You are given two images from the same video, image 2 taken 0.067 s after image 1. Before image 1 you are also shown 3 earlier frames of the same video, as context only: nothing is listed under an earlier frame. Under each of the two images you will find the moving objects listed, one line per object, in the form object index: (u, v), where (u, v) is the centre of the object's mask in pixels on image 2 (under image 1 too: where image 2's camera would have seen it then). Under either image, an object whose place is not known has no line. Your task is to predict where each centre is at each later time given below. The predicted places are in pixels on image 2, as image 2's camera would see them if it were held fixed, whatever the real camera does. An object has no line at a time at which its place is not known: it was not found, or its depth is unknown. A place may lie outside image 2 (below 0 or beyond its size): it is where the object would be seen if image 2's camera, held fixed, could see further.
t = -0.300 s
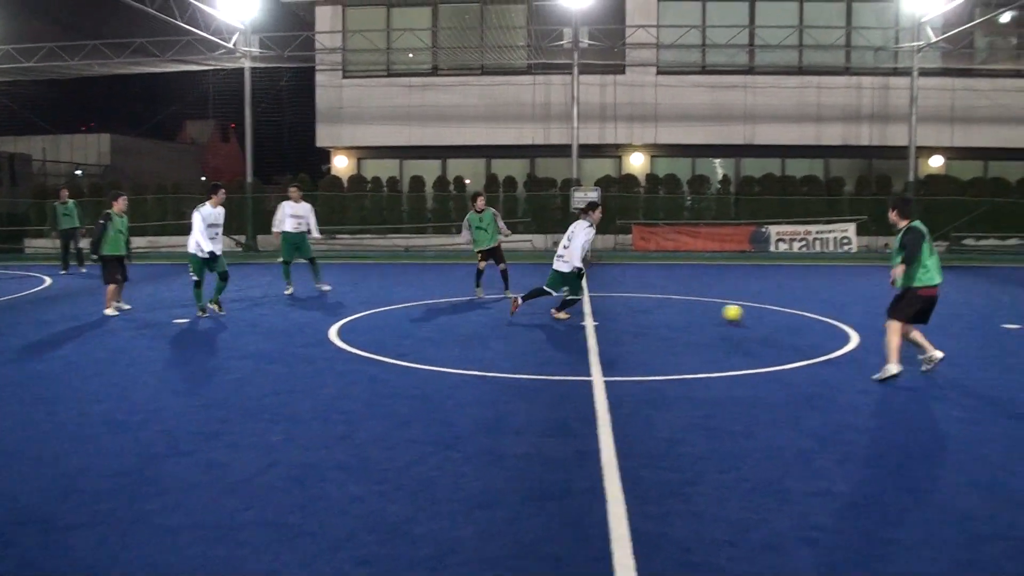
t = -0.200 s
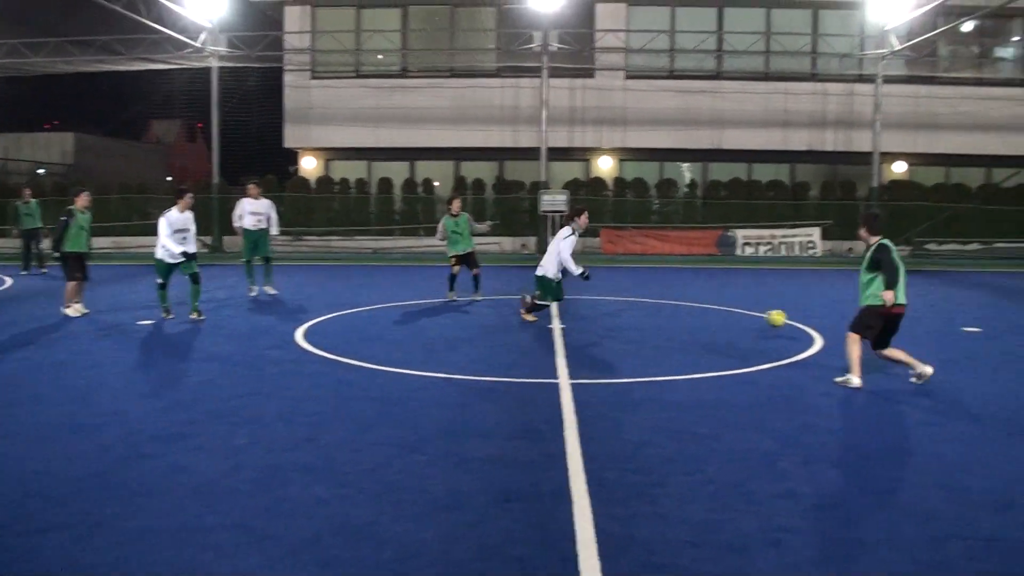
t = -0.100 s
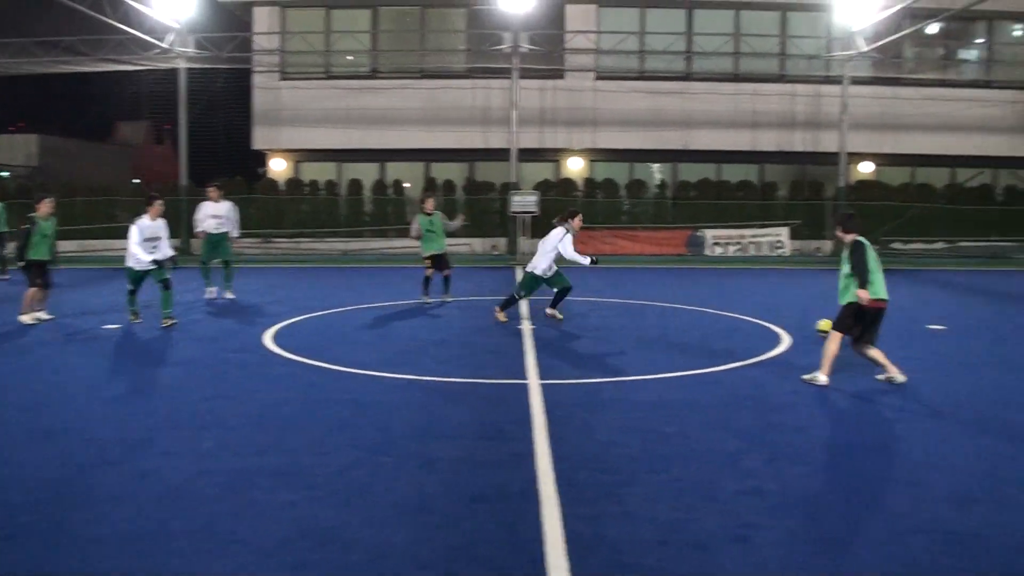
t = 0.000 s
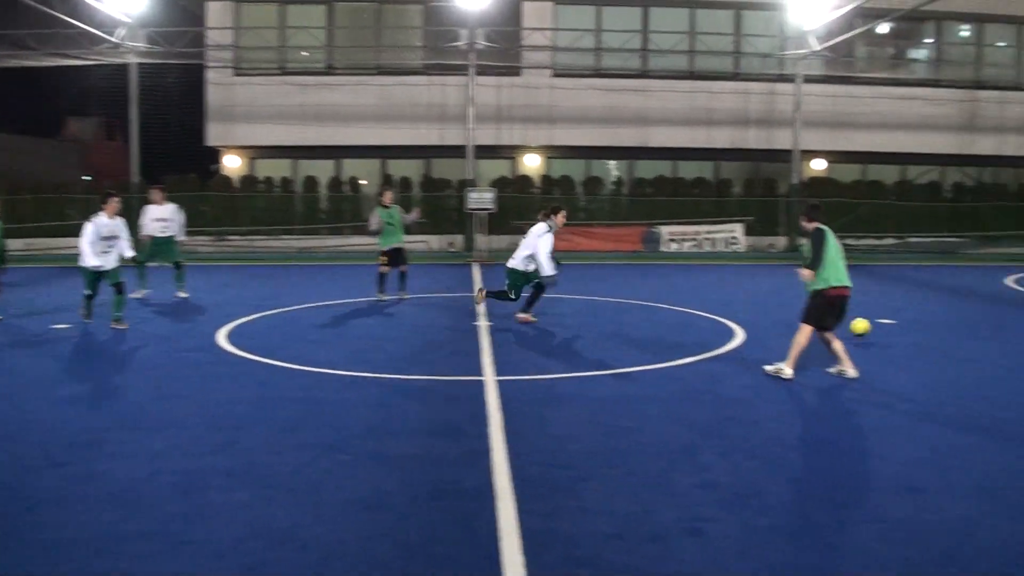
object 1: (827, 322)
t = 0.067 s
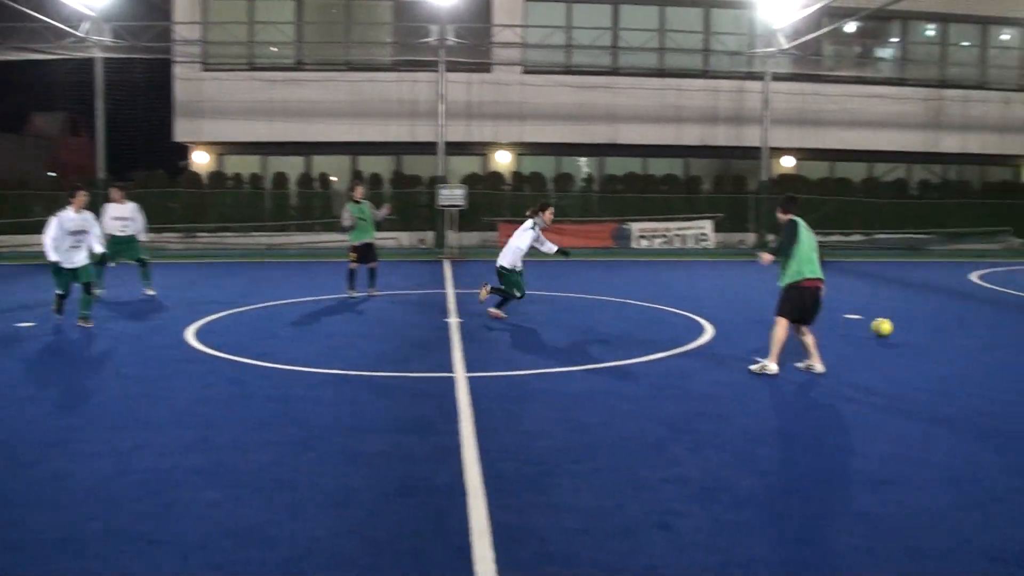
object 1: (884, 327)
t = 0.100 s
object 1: (909, 330)
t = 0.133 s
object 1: (938, 335)
